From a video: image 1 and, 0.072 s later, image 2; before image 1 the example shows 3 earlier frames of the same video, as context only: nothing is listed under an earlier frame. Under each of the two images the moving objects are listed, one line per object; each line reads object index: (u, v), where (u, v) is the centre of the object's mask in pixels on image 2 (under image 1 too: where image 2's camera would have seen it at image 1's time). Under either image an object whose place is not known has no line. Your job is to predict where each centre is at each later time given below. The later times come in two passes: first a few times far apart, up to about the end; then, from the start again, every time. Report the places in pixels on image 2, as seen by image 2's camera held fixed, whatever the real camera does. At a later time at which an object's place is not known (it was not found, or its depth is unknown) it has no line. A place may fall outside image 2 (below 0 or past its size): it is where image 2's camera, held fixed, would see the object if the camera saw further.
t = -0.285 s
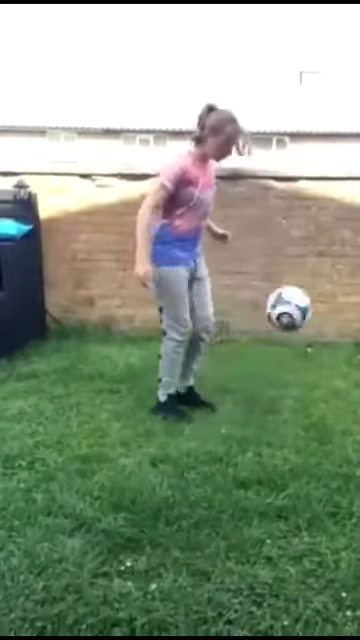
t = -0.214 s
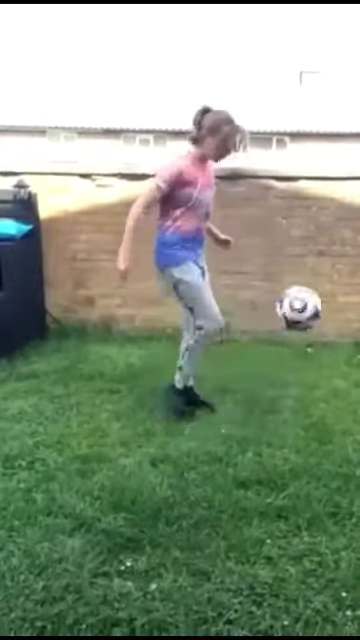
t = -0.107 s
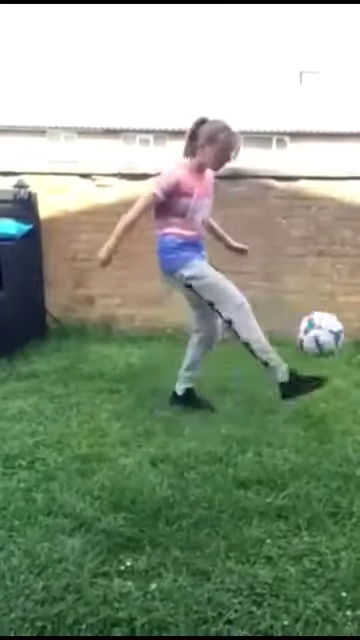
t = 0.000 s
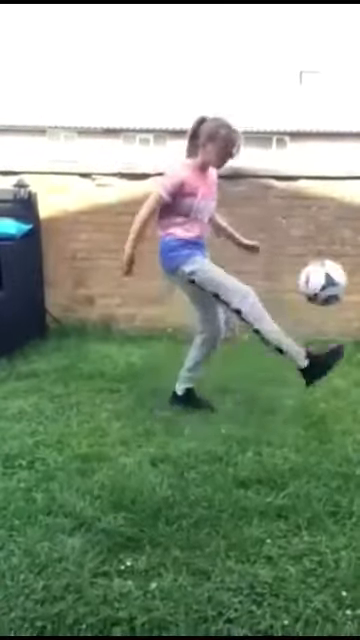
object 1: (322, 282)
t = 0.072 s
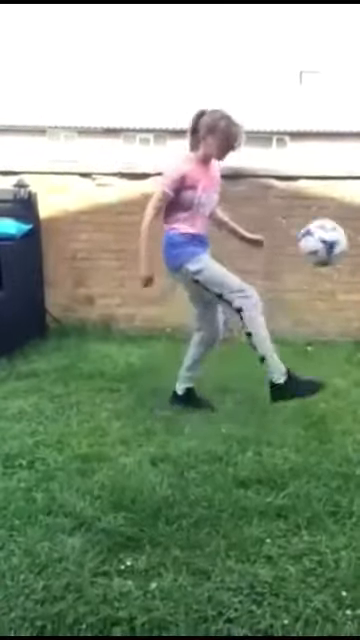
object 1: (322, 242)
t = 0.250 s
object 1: (317, 187)
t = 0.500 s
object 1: (302, 212)
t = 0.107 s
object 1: (321, 226)
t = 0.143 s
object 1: (321, 212)
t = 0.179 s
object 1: (319, 200)
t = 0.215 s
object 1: (318, 191)
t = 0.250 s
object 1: (317, 187)
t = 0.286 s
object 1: (316, 181)
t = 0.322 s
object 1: (313, 179)
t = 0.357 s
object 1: (312, 181)
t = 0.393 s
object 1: (311, 181)
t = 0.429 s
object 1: (308, 184)
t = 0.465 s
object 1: (306, 193)
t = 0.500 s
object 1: (302, 212)
